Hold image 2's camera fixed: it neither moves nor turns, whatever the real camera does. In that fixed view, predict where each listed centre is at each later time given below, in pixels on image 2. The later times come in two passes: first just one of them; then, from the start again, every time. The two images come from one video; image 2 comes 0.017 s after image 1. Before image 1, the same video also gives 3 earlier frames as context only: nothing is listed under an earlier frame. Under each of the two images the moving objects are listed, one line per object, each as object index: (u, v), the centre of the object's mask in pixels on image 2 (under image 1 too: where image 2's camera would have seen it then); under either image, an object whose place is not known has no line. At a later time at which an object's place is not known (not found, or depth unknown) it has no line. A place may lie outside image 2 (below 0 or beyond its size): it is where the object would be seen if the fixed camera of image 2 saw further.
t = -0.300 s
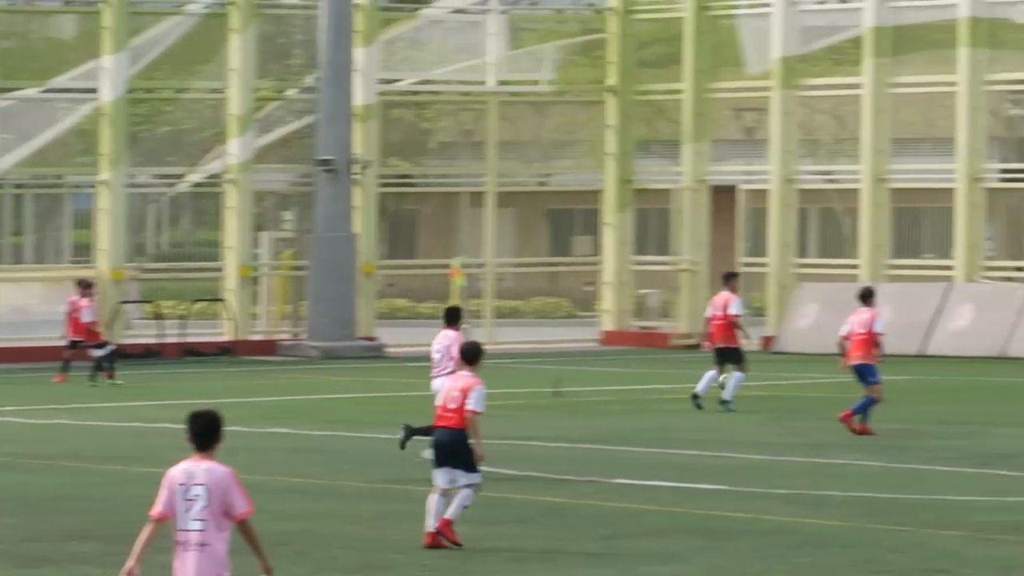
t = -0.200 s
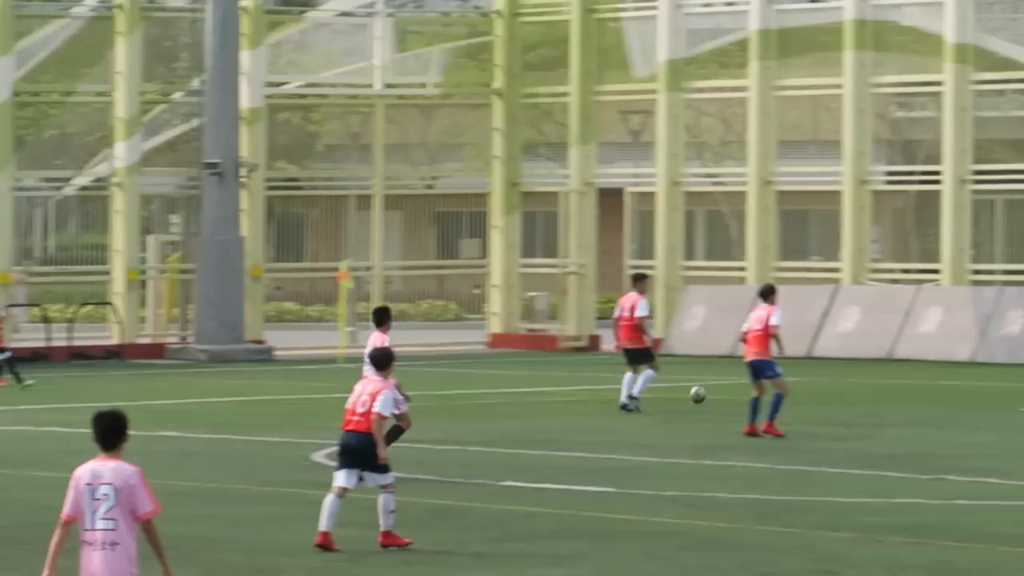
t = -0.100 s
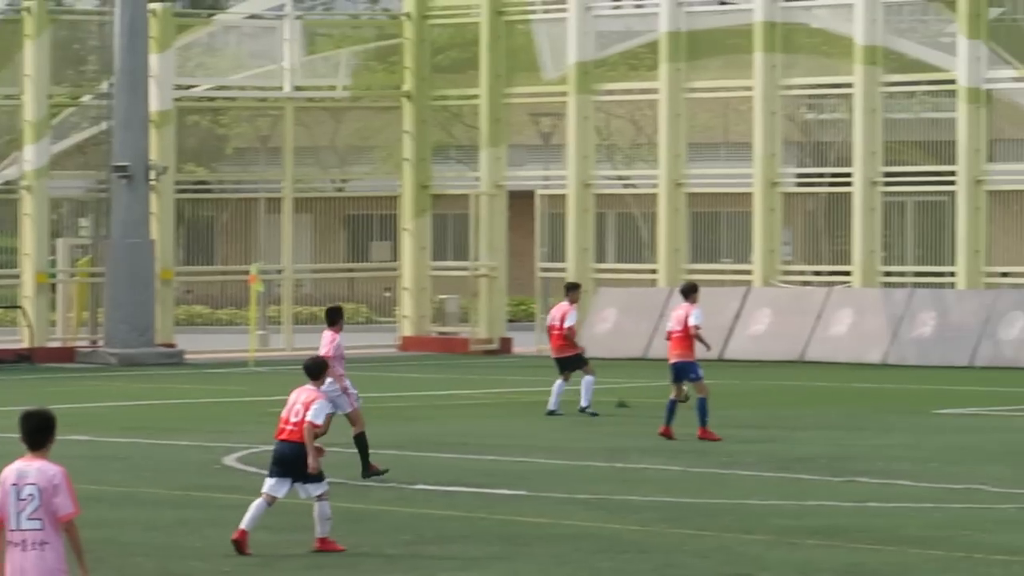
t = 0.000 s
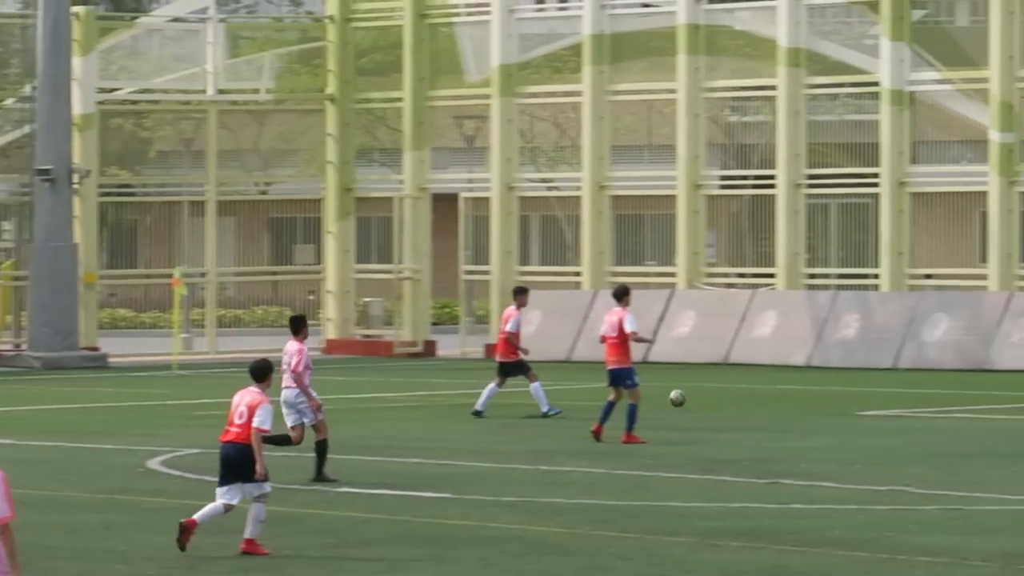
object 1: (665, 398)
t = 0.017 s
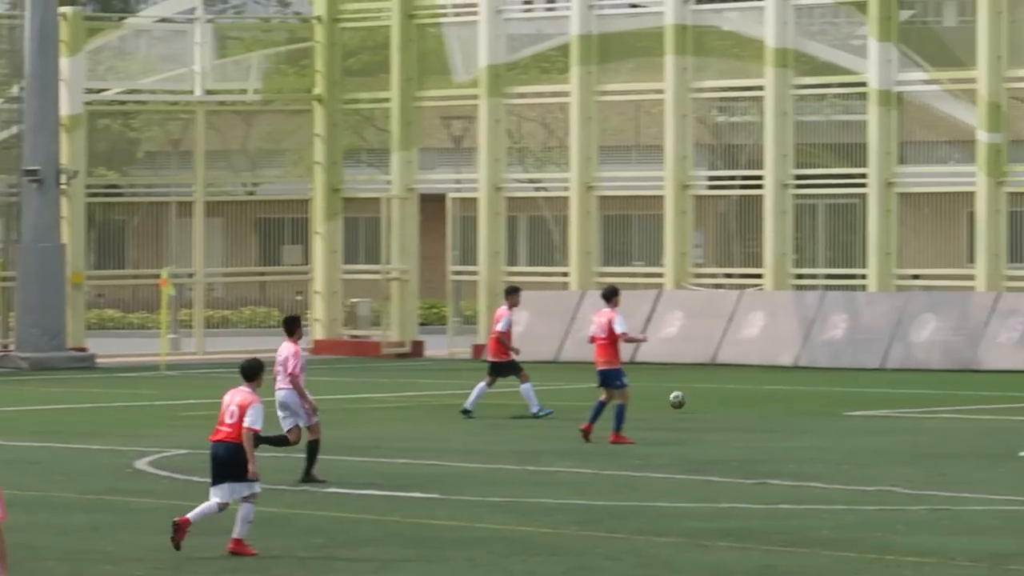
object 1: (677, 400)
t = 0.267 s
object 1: (836, 407)
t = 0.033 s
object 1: (689, 401)
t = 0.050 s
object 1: (700, 403)
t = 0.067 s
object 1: (712, 405)
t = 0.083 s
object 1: (723, 405)
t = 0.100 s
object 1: (733, 404)
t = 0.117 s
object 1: (744, 403)
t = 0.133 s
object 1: (753, 403)
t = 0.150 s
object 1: (764, 403)
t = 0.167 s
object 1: (775, 403)
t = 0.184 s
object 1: (785, 404)
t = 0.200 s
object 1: (795, 405)
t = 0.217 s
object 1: (806, 406)
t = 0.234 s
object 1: (816, 407)
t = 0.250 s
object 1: (826, 407)
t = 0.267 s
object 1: (836, 407)
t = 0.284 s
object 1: (846, 407)
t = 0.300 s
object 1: (856, 408)
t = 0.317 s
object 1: (866, 408)
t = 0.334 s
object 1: (876, 409)
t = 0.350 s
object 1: (885, 409)
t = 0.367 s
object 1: (895, 409)
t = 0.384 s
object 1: (905, 410)
